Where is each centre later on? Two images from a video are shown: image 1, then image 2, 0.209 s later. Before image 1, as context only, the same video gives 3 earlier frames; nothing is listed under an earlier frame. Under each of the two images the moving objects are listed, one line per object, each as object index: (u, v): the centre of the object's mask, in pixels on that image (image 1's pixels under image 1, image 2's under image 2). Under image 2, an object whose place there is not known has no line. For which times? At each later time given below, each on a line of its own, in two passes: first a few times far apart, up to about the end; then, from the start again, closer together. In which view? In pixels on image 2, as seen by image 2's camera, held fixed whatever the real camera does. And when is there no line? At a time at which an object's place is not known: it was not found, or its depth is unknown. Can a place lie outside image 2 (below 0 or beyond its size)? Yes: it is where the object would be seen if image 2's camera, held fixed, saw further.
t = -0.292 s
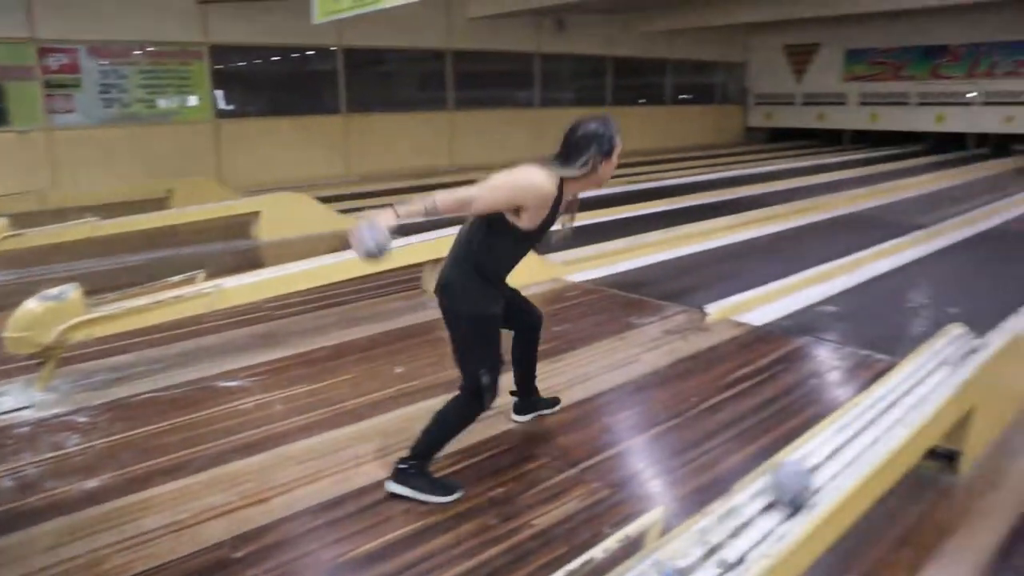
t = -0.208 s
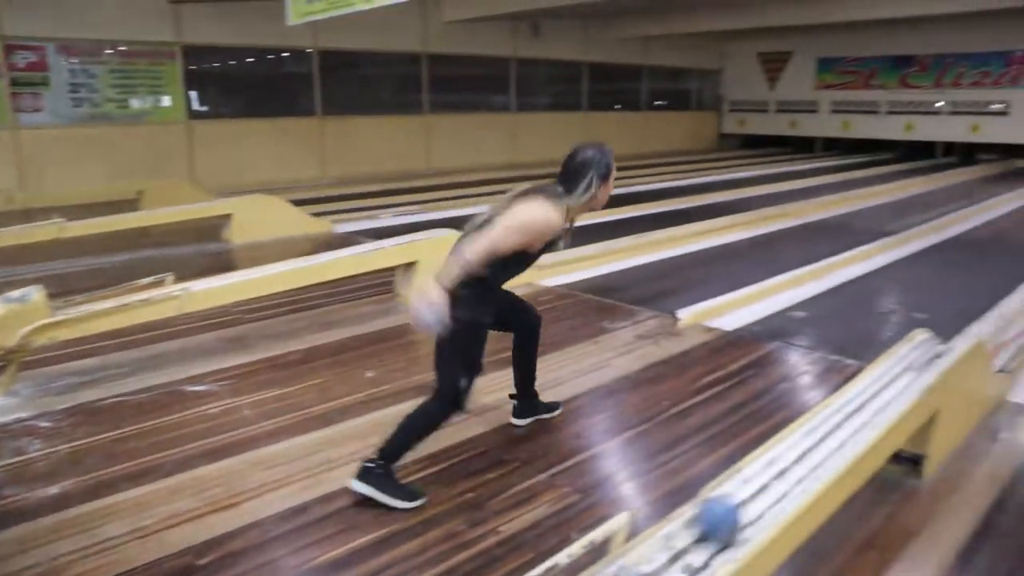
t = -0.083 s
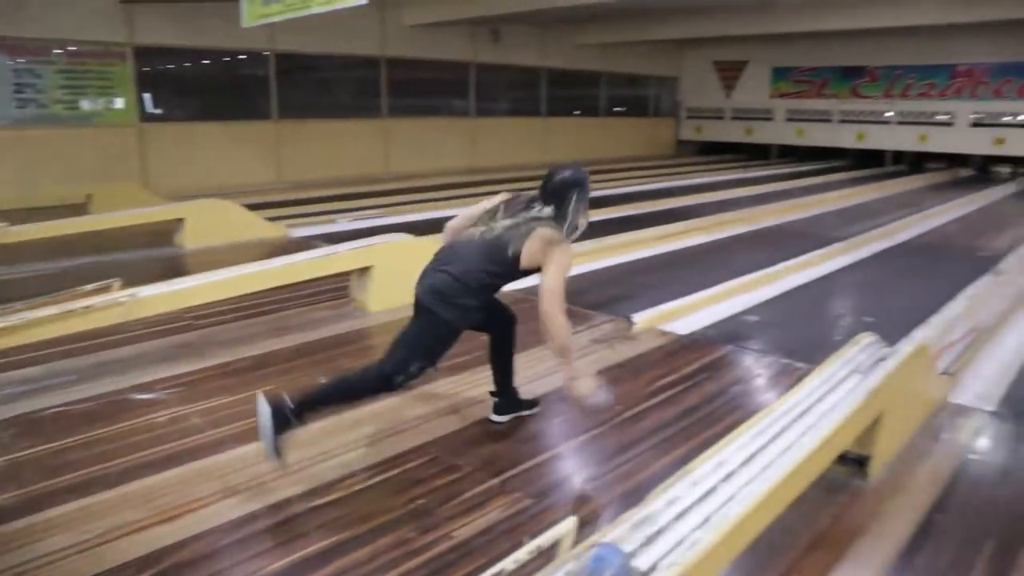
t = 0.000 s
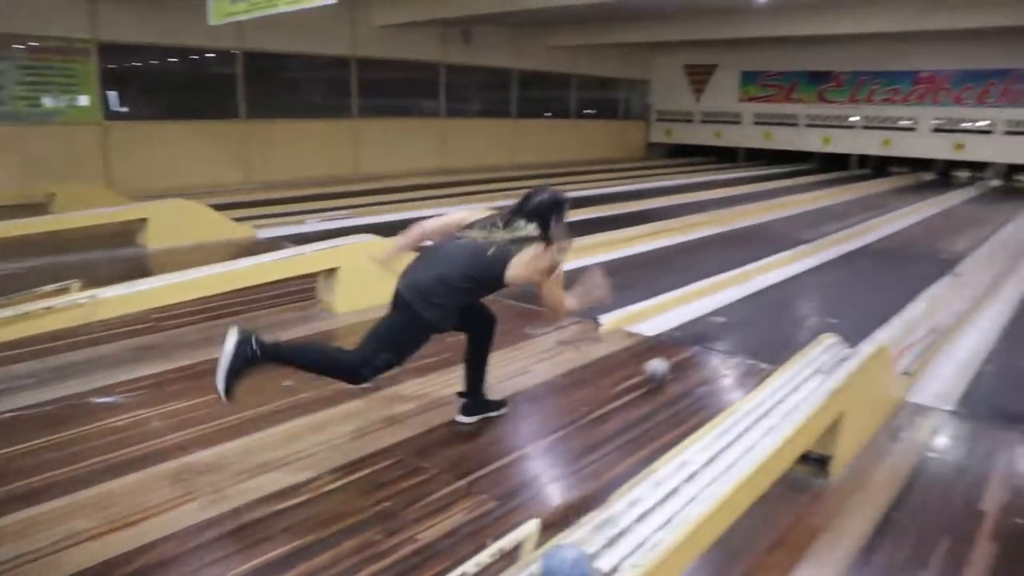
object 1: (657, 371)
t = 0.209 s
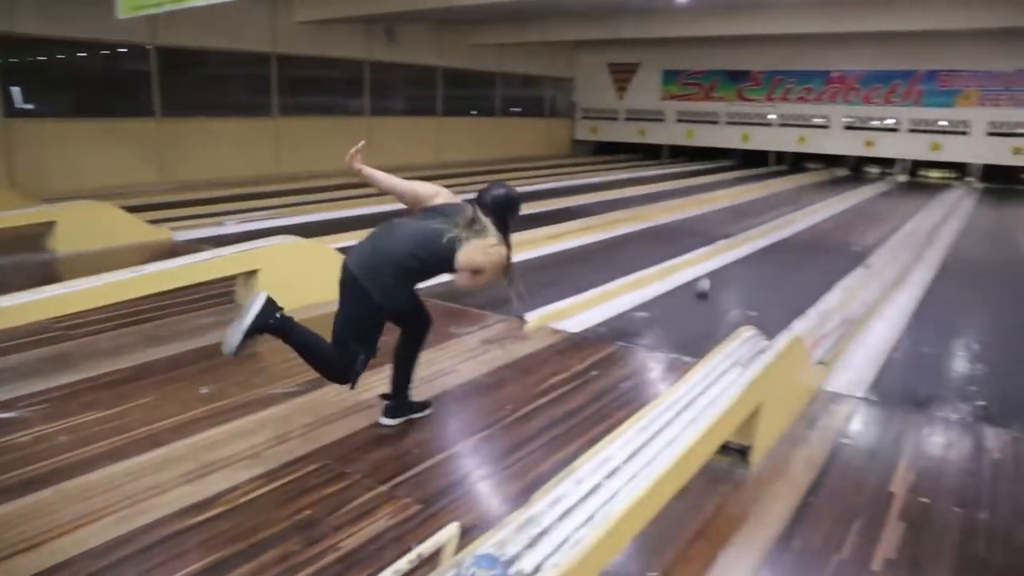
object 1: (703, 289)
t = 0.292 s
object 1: (731, 270)
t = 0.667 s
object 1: (798, 222)
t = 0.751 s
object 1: (812, 213)
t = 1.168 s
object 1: (863, 197)
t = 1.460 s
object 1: (877, 190)
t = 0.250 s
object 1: (718, 279)
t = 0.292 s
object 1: (731, 270)
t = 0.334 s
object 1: (742, 263)
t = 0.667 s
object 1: (798, 222)
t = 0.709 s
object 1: (805, 216)
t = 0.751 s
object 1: (812, 213)
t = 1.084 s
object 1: (856, 200)
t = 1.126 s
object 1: (860, 198)
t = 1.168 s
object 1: (863, 197)
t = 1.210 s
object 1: (865, 196)
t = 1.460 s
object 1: (877, 190)
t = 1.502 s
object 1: (881, 188)
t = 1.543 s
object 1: (885, 187)
